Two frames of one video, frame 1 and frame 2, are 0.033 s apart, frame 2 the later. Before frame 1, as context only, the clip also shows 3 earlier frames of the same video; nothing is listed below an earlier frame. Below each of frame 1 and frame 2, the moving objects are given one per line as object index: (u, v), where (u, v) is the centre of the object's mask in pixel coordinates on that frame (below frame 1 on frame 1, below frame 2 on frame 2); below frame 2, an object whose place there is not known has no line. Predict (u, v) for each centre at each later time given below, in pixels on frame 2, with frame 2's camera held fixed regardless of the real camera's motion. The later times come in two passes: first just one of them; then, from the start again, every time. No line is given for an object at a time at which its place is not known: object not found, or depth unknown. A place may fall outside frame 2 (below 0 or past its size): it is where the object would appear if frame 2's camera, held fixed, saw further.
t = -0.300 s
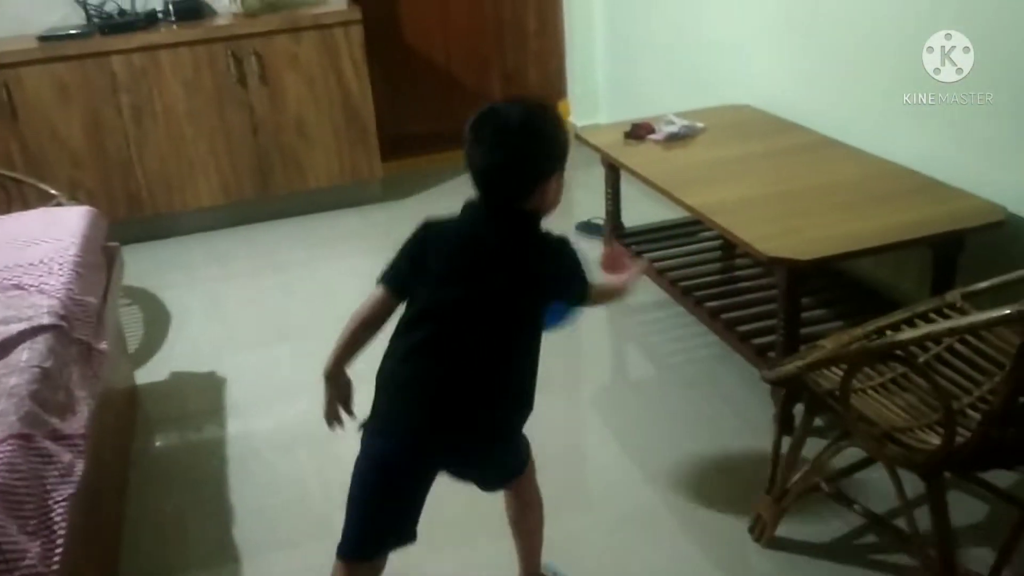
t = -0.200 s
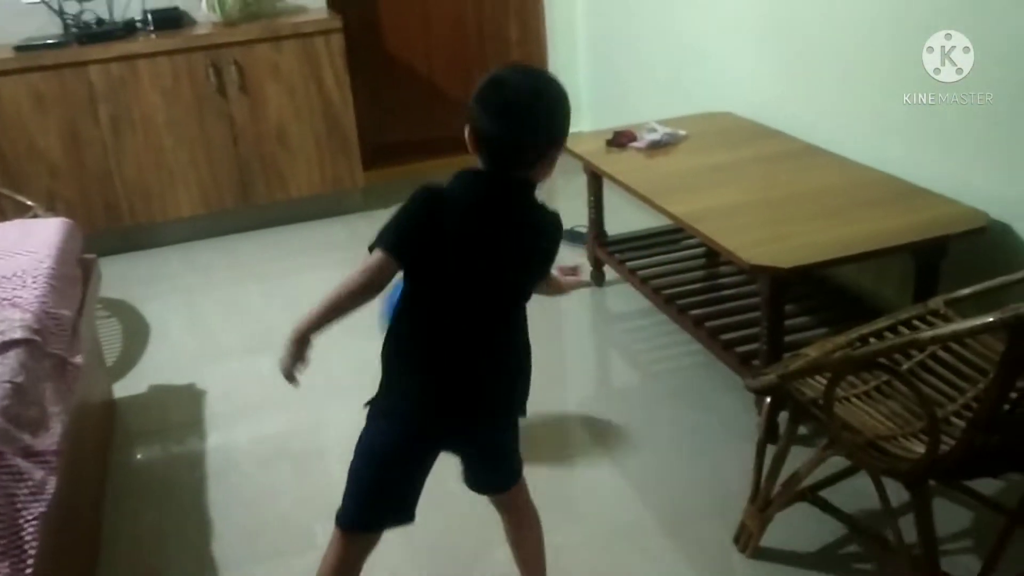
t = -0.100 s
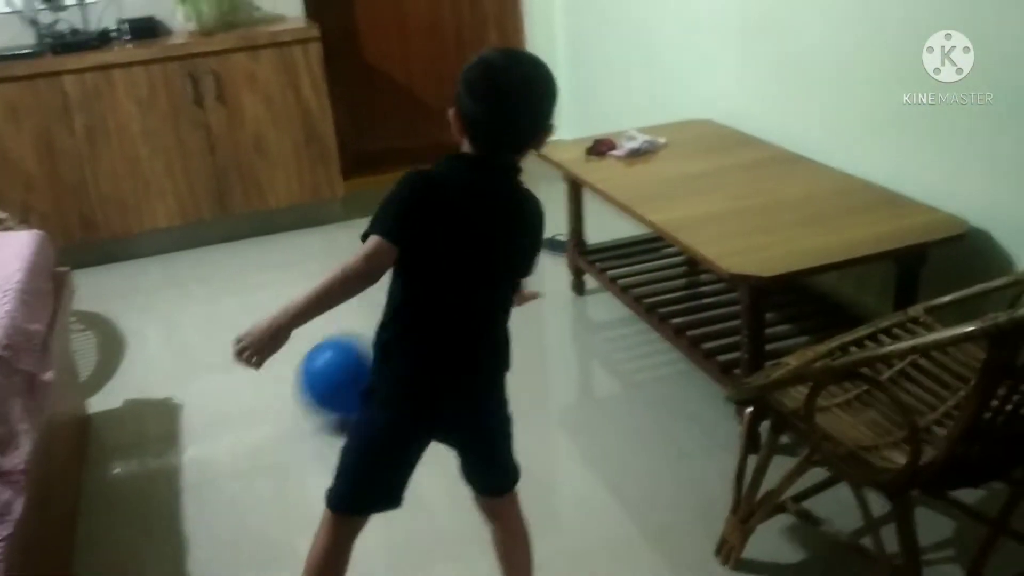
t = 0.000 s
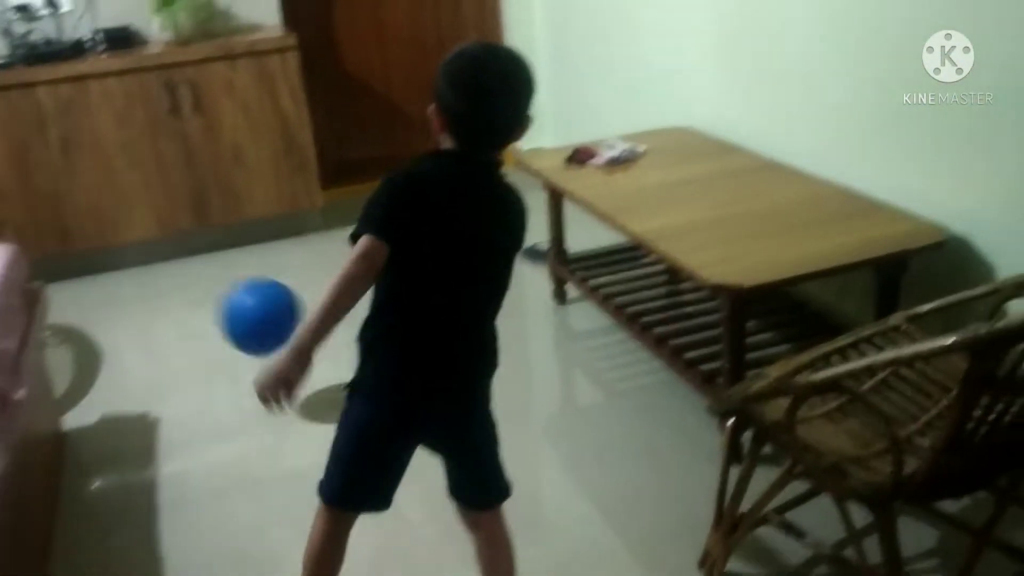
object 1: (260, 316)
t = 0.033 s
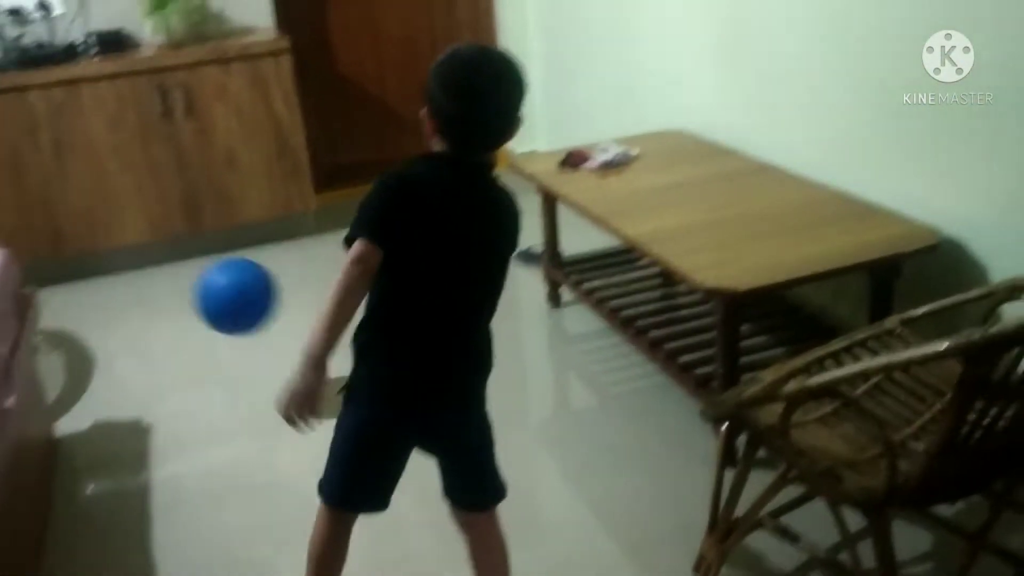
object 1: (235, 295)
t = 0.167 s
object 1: (172, 234)
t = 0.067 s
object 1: (217, 273)
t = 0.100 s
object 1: (202, 256)
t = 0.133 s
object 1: (187, 242)
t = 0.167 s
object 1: (172, 234)
